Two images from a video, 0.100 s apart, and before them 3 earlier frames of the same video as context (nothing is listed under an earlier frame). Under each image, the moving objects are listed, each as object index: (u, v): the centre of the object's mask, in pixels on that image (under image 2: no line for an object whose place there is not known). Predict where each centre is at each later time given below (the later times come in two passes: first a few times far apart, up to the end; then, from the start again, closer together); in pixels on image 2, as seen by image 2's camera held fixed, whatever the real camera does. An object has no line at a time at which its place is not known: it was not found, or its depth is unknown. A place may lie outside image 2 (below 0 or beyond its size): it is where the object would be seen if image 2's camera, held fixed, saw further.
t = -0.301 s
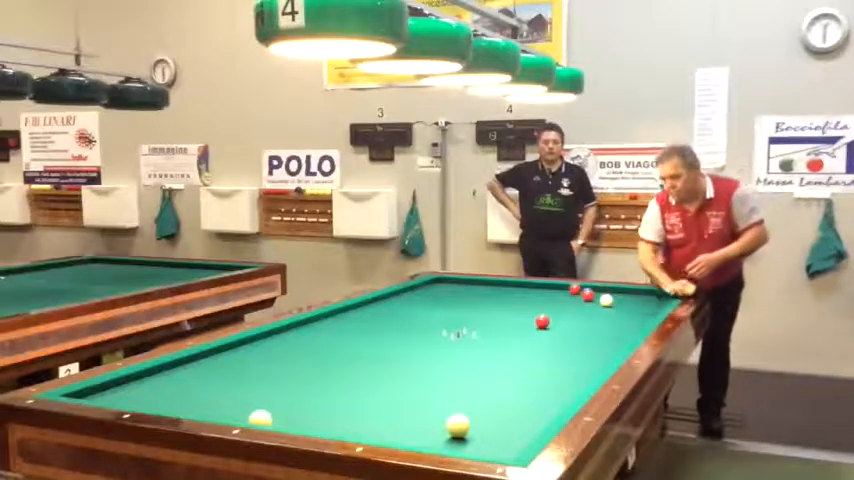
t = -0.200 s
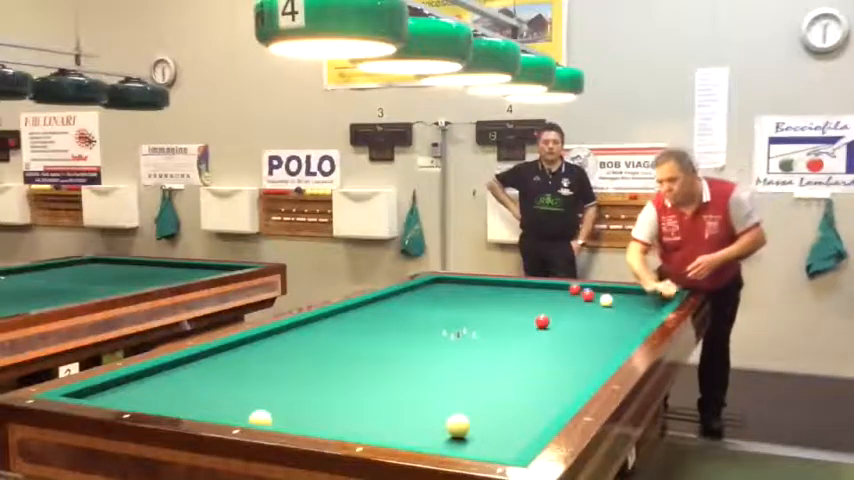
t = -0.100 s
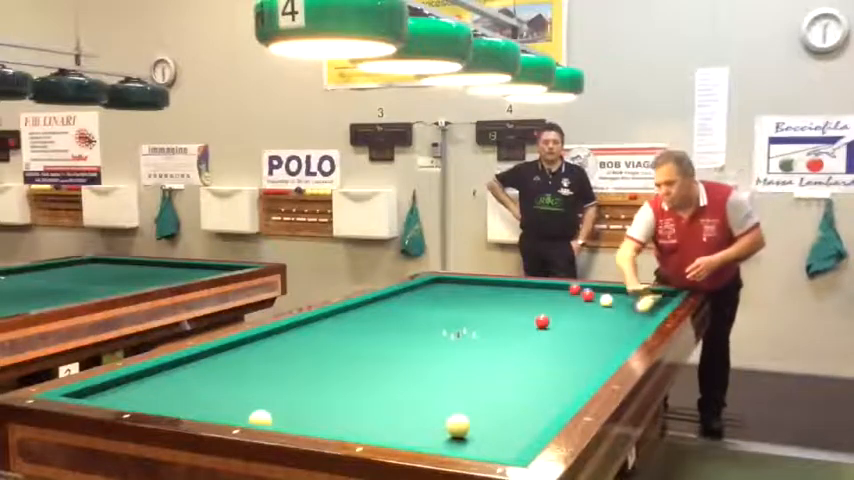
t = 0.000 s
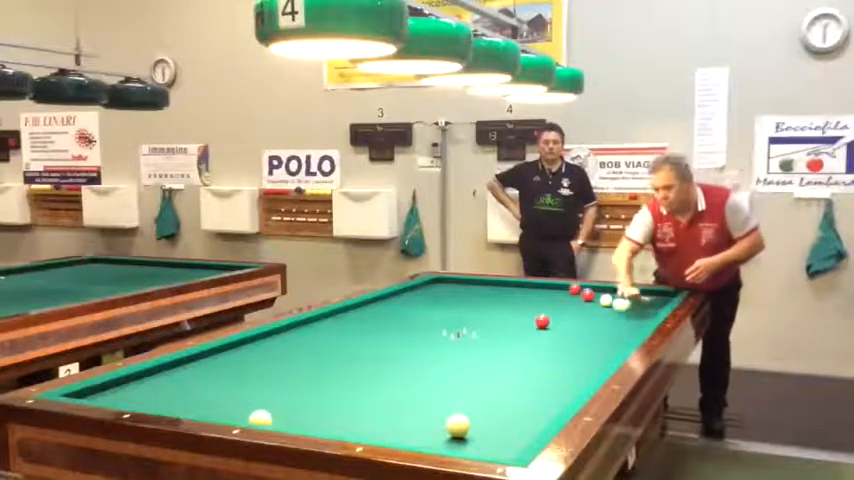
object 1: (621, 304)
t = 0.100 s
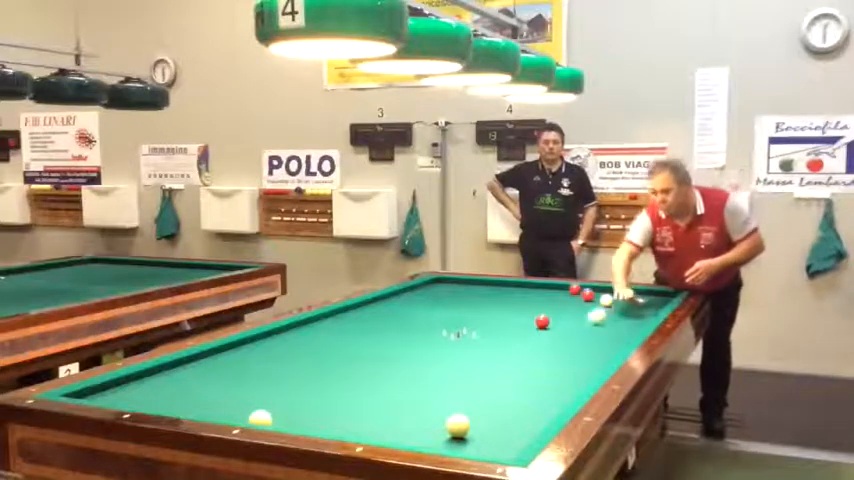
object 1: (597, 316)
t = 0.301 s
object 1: (550, 323)
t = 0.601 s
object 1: (479, 337)
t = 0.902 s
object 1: (402, 351)
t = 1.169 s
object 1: (323, 365)
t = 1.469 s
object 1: (221, 384)
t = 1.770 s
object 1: (119, 397)
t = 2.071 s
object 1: (139, 378)
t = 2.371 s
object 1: (177, 367)
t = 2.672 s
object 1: (217, 360)
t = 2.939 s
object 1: (251, 354)
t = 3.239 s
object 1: (285, 348)
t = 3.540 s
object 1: (316, 342)
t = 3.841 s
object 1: (344, 336)
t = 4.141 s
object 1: (370, 331)
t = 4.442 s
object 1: (395, 327)
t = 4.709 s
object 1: (414, 324)
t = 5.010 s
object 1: (435, 320)
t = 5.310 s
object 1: (454, 317)
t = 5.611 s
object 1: (472, 314)
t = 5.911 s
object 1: (488, 311)
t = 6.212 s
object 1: (503, 308)
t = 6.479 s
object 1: (516, 306)
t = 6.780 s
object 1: (528, 304)
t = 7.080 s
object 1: (541, 301)
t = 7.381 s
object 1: (553, 299)
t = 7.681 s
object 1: (563, 298)
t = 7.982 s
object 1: (573, 296)
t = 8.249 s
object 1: (576, 295)
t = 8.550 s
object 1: (577, 293)
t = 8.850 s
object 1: (576, 292)
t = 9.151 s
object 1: (574, 291)
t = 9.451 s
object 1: (573, 290)
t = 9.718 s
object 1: (573, 290)
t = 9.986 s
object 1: (572, 290)
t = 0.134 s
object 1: (589, 315)
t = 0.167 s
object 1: (581, 316)
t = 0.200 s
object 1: (572, 318)
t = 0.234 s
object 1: (565, 321)
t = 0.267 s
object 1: (558, 322)
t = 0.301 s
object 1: (550, 323)
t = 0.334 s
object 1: (541, 326)
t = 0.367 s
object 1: (533, 327)
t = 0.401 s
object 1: (527, 328)
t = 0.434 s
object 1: (519, 330)
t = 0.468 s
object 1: (511, 332)
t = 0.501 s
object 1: (503, 333)
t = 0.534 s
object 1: (495, 334)
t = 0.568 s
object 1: (487, 336)
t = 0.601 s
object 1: (479, 337)
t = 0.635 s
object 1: (471, 338)
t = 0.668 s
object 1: (465, 339)
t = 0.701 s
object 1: (455, 342)
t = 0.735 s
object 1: (446, 344)
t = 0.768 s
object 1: (437, 345)
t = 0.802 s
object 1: (428, 347)
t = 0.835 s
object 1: (420, 348)
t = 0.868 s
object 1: (411, 349)
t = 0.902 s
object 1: (402, 351)
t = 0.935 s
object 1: (393, 352)
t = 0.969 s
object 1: (383, 354)
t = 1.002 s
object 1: (374, 356)
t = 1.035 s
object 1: (364, 358)
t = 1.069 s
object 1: (354, 360)
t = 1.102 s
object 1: (344, 361)
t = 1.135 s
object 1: (334, 363)
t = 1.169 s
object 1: (323, 365)
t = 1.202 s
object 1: (313, 367)
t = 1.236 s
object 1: (302, 369)
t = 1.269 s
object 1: (292, 371)
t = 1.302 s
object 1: (280, 373)
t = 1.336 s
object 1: (269, 375)
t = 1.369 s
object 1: (257, 377)
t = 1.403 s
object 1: (245, 379)
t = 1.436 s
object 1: (233, 381)
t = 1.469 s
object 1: (221, 384)
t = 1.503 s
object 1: (208, 385)
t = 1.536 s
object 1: (196, 388)
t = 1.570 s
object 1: (183, 390)
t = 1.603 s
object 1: (170, 392)
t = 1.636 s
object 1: (156, 396)
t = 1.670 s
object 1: (142, 397)
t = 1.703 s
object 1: (129, 399)
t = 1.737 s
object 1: (117, 399)
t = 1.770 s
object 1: (119, 397)
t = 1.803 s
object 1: (123, 395)
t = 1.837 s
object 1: (125, 394)
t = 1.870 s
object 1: (129, 391)
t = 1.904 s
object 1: (132, 388)
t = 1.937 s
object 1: (134, 386)
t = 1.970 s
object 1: (136, 384)
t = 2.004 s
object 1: (138, 382)
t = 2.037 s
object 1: (138, 380)
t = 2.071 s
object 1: (139, 378)
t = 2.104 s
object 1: (140, 377)
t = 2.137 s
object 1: (141, 375)
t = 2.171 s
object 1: (145, 374)
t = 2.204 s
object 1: (150, 372)
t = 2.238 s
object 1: (156, 372)
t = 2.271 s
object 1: (161, 371)
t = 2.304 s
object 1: (166, 370)
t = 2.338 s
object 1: (171, 369)
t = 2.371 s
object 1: (177, 367)
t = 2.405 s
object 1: (181, 367)
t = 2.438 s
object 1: (186, 366)
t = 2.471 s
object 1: (191, 366)
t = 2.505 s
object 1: (195, 365)
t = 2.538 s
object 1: (200, 364)
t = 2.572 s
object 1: (204, 363)
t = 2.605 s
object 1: (209, 362)
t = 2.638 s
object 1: (213, 361)
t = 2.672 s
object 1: (217, 360)
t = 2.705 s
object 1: (222, 359)
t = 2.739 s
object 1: (225, 358)
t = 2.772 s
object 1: (231, 358)
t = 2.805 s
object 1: (235, 357)
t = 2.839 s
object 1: (239, 356)
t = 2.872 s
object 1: (243, 356)
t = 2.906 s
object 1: (247, 355)
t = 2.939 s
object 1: (251, 354)
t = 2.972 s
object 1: (255, 353)
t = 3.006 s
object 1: (259, 352)
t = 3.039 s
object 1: (263, 352)
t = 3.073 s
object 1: (267, 351)
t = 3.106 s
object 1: (271, 350)
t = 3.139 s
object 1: (274, 350)
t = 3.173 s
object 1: (277, 349)
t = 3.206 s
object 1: (281, 348)
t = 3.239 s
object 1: (285, 348)
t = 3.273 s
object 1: (289, 347)
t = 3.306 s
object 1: (292, 346)
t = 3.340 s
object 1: (296, 346)
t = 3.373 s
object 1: (300, 345)
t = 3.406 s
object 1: (303, 344)
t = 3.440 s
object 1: (306, 344)
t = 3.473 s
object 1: (310, 343)
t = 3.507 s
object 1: (313, 342)
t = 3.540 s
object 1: (316, 342)
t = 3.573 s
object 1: (320, 341)
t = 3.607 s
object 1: (323, 341)
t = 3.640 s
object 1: (326, 340)
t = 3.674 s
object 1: (329, 339)
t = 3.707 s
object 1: (332, 339)
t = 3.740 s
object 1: (335, 338)
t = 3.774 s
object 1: (338, 338)
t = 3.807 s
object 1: (341, 337)
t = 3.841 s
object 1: (344, 336)
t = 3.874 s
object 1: (348, 336)
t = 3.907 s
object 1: (350, 336)
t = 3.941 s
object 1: (353, 335)
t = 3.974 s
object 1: (356, 334)
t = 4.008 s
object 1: (359, 334)
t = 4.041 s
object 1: (362, 333)
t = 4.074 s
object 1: (364, 333)
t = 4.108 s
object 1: (368, 332)
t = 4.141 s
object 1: (370, 331)
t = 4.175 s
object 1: (373, 331)
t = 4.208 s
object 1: (376, 331)
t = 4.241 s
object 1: (378, 330)
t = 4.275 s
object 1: (381, 330)
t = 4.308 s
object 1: (384, 330)
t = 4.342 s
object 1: (386, 328)
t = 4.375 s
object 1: (389, 328)
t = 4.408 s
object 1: (392, 327)
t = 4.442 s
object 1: (395, 327)
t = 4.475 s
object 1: (397, 327)
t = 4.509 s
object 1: (400, 326)
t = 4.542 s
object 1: (402, 326)
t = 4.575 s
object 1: (405, 325)
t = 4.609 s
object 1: (407, 325)
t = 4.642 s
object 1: (410, 325)
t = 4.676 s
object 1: (412, 324)
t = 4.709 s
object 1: (414, 324)
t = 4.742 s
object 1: (417, 323)
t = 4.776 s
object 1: (419, 323)
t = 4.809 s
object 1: (421, 322)
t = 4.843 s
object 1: (424, 322)
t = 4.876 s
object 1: (426, 322)
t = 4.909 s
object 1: (428, 321)
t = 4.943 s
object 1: (430, 321)
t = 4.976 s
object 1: (433, 320)
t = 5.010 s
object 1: (435, 320)
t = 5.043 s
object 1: (438, 320)
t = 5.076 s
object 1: (440, 319)
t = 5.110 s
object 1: (442, 319)
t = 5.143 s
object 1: (444, 319)
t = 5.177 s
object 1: (446, 318)
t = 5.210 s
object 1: (447, 318)
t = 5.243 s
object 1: (450, 318)
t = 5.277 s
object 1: (452, 317)
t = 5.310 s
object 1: (454, 317)
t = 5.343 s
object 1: (456, 317)
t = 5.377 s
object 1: (458, 316)
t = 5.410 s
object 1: (460, 316)
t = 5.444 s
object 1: (462, 315)
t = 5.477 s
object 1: (464, 315)
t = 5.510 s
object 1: (466, 315)
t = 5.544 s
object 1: (468, 314)
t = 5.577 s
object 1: (470, 314)
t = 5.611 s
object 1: (472, 314)
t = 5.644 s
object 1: (473, 313)
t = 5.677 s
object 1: (475, 313)
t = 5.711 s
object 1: (477, 313)
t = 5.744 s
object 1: (479, 312)
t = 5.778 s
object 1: (481, 312)
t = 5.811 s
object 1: (483, 312)
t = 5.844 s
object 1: (484, 311)
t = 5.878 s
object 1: (486, 311)
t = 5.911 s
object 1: (488, 311)
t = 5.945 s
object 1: (490, 310)
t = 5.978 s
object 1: (491, 310)
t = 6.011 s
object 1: (492, 310)
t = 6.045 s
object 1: (495, 309)
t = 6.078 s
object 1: (497, 309)
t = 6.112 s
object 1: (498, 309)
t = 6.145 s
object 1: (500, 308)
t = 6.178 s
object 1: (502, 308)
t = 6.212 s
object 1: (503, 308)
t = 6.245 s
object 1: (505, 308)
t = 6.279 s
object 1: (505, 307)
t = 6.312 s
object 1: (508, 307)
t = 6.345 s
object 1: (509, 307)
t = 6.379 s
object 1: (510, 306)
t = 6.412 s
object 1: (513, 306)
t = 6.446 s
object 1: (514, 306)
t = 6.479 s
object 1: (516, 306)
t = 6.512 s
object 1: (518, 305)
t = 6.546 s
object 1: (519, 305)
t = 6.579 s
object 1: (520, 305)
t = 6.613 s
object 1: (521, 305)
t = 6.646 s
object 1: (523, 304)
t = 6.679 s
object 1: (525, 304)
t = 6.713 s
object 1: (526, 304)
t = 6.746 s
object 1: (528, 304)
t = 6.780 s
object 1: (528, 304)
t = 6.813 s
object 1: (530, 303)
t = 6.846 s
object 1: (531, 303)
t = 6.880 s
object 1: (533, 302)
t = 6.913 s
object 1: (534, 302)
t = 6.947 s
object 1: (536, 302)
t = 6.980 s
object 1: (537, 302)
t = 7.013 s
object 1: (539, 302)
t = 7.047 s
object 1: (540, 301)
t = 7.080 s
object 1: (541, 301)
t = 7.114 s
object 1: (543, 301)
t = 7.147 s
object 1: (544, 301)
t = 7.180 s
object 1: (545, 301)
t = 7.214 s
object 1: (546, 300)
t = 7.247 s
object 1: (548, 300)
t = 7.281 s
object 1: (549, 300)
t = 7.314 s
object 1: (550, 299)
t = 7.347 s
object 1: (551, 300)
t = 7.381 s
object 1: (553, 299)
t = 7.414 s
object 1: (554, 299)
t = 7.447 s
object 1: (556, 299)
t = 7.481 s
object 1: (557, 299)
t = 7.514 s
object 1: (558, 298)
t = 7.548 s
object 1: (559, 298)
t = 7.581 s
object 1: (560, 298)
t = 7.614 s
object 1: (560, 298)
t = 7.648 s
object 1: (562, 298)
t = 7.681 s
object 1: (563, 298)
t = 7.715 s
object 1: (564, 298)
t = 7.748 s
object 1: (565, 297)
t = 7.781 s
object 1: (566, 297)
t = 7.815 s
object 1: (567, 297)
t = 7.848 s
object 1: (568, 297)
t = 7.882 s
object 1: (570, 296)
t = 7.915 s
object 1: (571, 296)
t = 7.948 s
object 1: (572, 296)
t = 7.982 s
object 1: (573, 296)
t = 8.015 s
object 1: (574, 295)
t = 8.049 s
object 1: (576, 295)
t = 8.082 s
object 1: (576, 295)
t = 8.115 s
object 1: (576, 295)
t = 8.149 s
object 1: (576, 295)
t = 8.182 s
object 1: (576, 295)
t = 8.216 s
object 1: (576, 295)
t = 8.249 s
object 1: (576, 295)
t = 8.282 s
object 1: (576, 294)
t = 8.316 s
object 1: (576, 294)
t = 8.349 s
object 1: (576, 294)
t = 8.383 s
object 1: (576, 294)
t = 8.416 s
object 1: (576, 294)
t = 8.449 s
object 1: (576, 294)
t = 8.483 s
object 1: (577, 293)
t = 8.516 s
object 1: (577, 293)
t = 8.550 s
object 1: (577, 293)
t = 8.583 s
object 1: (577, 293)
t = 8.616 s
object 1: (577, 293)
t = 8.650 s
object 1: (577, 293)
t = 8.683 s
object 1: (577, 293)
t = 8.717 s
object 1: (577, 293)
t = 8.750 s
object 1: (576, 292)
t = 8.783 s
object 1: (576, 292)
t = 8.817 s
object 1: (576, 292)
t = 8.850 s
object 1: (576, 292)
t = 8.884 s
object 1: (576, 292)
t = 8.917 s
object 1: (576, 292)
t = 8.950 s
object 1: (575, 291)
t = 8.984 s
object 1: (575, 291)
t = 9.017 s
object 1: (575, 291)
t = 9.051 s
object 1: (575, 291)
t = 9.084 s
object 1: (575, 291)
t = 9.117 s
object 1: (575, 291)
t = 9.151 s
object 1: (574, 291)
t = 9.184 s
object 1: (574, 291)
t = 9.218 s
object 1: (574, 291)
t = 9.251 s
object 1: (574, 291)
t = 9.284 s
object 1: (574, 291)
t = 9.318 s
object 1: (574, 291)
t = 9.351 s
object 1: (574, 290)
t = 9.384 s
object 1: (574, 290)
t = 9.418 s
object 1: (574, 290)
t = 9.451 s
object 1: (573, 290)
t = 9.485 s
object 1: (573, 290)
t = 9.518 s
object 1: (573, 290)
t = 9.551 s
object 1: (573, 290)
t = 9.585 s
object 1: (573, 290)
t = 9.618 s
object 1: (573, 290)
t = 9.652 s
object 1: (573, 290)
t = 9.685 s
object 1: (573, 290)
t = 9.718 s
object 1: (573, 290)
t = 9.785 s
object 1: (573, 290)
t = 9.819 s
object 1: (572, 290)
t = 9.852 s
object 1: (572, 290)
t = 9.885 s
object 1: (572, 290)
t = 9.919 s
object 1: (572, 290)
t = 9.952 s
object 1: (572, 290)
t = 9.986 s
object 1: (572, 290)
